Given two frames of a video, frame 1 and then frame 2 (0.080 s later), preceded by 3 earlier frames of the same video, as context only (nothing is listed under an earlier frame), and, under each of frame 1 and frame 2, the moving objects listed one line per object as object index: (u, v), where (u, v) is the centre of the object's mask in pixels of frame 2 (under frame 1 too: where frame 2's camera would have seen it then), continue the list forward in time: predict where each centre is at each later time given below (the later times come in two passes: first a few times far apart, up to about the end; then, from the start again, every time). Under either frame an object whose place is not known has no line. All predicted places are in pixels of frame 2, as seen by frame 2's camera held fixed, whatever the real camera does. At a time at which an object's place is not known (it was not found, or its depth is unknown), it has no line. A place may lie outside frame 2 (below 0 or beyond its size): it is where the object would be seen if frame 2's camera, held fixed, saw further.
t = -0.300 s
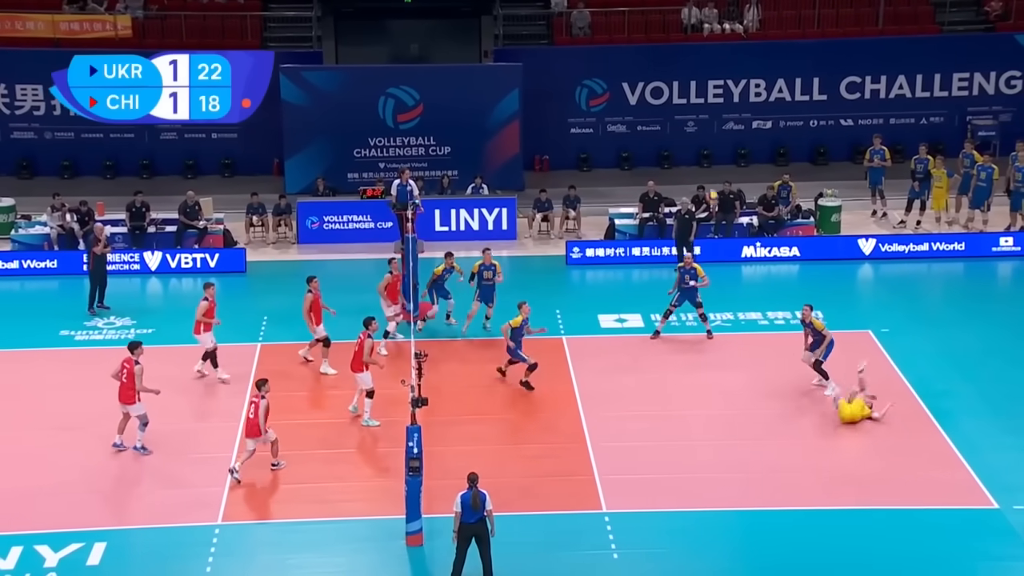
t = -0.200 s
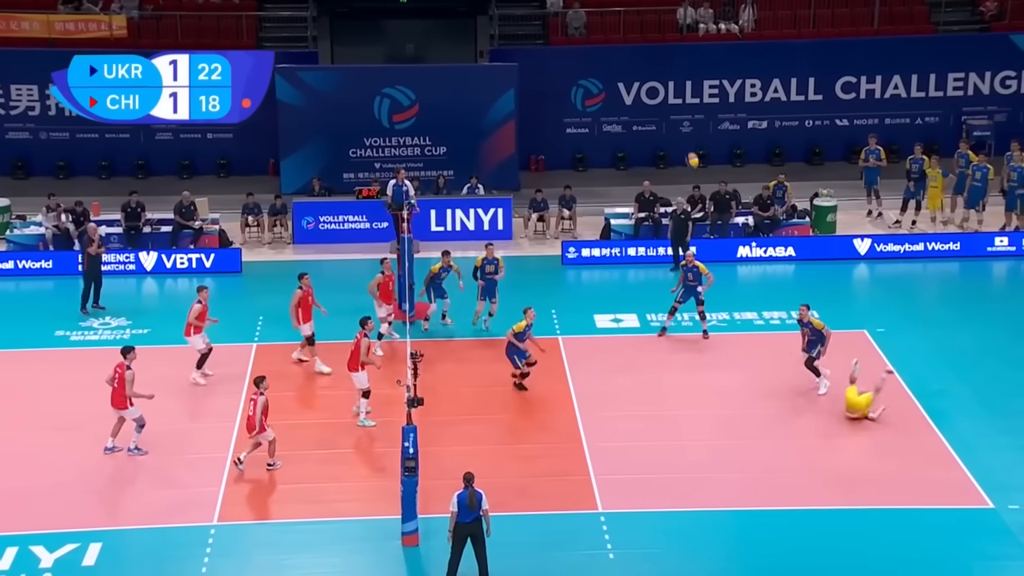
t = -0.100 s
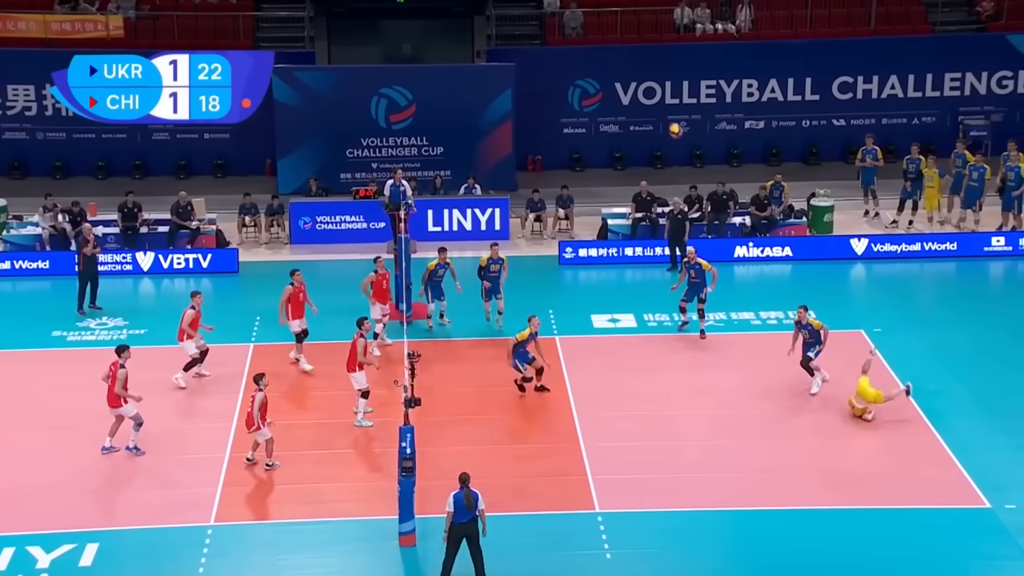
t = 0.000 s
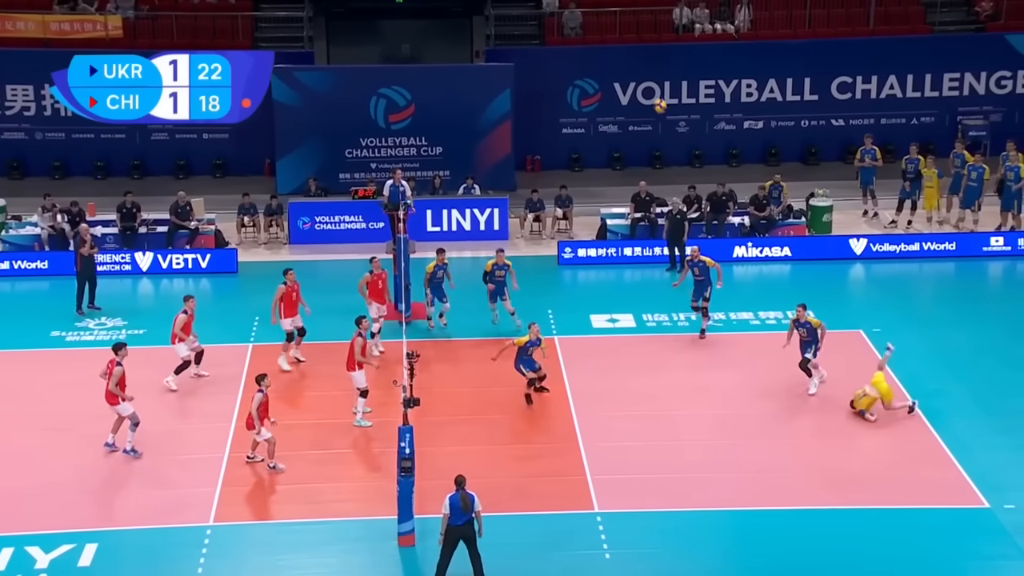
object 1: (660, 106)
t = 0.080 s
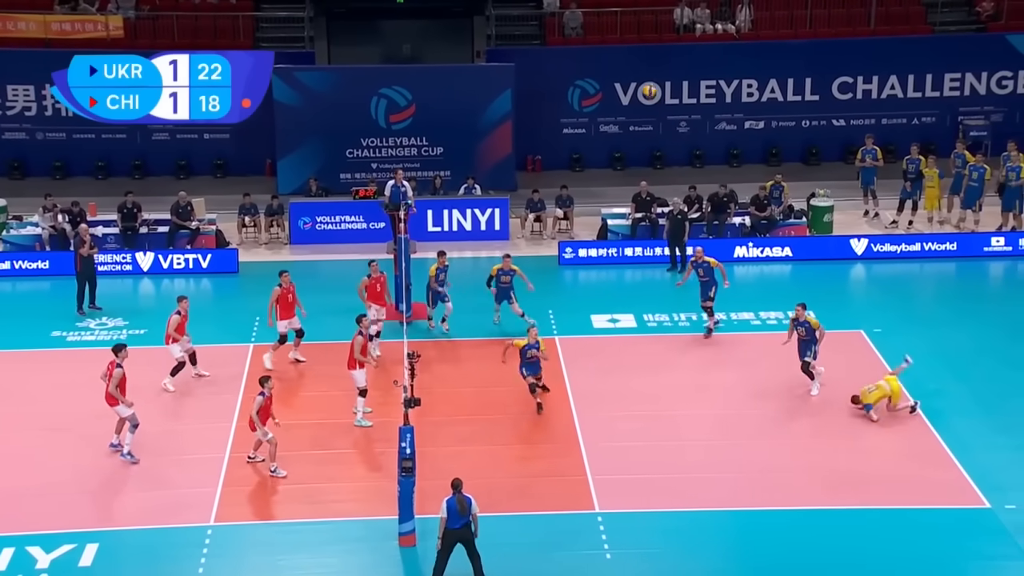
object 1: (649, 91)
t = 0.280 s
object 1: (621, 69)
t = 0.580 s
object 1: (579, 85)
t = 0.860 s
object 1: (541, 152)
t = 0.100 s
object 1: (646, 86)
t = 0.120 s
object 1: (644, 84)
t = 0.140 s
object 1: (641, 80)
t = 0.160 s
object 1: (638, 78)
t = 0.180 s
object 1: (635, 76)
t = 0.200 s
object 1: (632, 74)
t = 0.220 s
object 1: (629, 73)
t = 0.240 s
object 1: (626, 71)
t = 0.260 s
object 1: (624, 70)
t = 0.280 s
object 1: (621, 69)
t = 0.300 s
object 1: (618, 68)
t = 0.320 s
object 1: (615, 68)
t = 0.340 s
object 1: (612, 68)
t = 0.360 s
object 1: (610, 68)
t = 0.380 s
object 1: (607, 68)
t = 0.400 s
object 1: (604, 68)
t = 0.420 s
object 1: (601, 69)
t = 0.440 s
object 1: (599, 70)
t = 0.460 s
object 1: (596, 72)
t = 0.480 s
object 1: (593, 73)
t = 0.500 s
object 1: (590, 75)
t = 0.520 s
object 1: (587, 77)
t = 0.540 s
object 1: (584, 79)
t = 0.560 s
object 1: (582, 82)
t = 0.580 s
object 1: (579, 85)
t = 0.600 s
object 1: (576, 88)
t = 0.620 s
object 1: (573, 92)
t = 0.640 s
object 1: (571, 95)
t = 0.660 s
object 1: (568, 99)
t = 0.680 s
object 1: (565, 104)
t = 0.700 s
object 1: (563, 107)
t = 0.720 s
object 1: (560, 112)
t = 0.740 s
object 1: (557, 117)
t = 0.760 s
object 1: (554, 122)
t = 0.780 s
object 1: (552, 128)
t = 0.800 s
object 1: (549, 134)
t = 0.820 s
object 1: (546, 139)
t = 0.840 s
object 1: (544, 146)
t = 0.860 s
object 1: (541, 152)
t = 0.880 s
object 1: (538, 159)
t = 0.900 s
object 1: (535, 165)
